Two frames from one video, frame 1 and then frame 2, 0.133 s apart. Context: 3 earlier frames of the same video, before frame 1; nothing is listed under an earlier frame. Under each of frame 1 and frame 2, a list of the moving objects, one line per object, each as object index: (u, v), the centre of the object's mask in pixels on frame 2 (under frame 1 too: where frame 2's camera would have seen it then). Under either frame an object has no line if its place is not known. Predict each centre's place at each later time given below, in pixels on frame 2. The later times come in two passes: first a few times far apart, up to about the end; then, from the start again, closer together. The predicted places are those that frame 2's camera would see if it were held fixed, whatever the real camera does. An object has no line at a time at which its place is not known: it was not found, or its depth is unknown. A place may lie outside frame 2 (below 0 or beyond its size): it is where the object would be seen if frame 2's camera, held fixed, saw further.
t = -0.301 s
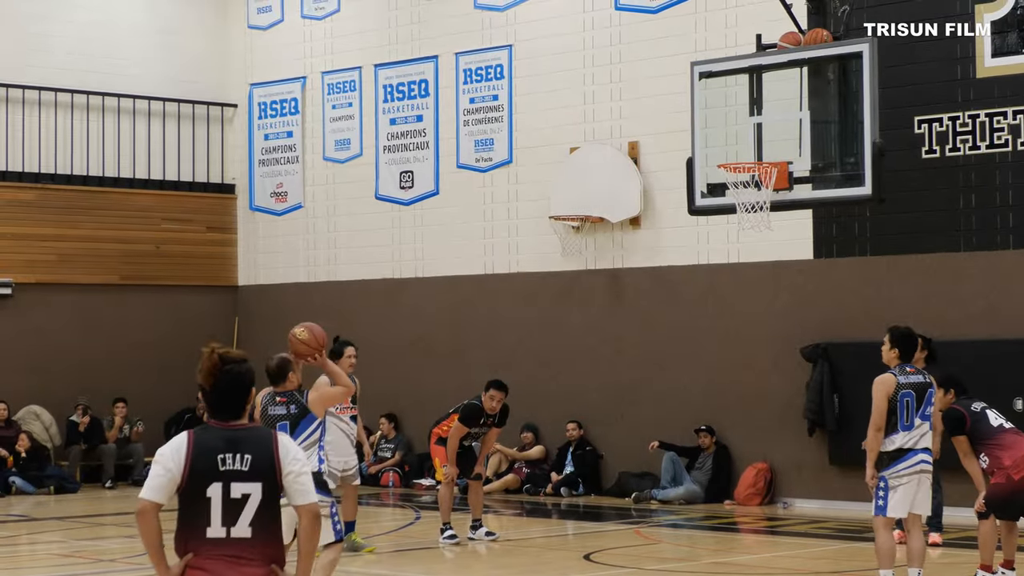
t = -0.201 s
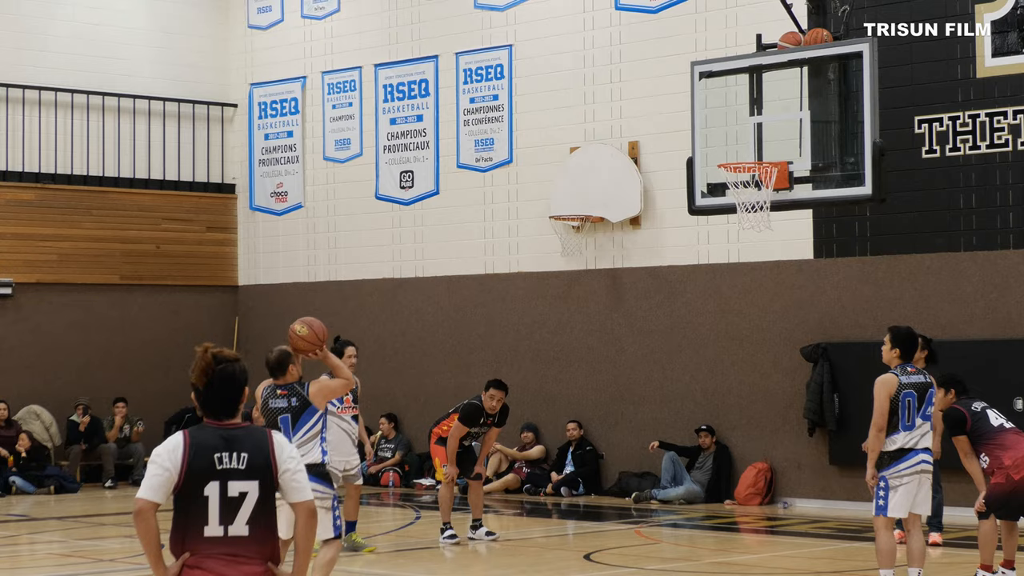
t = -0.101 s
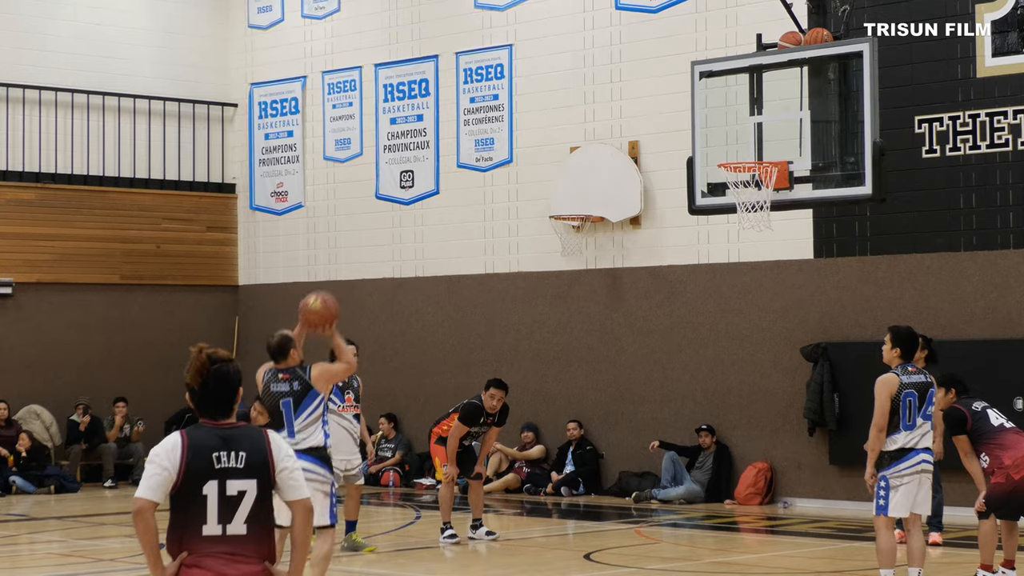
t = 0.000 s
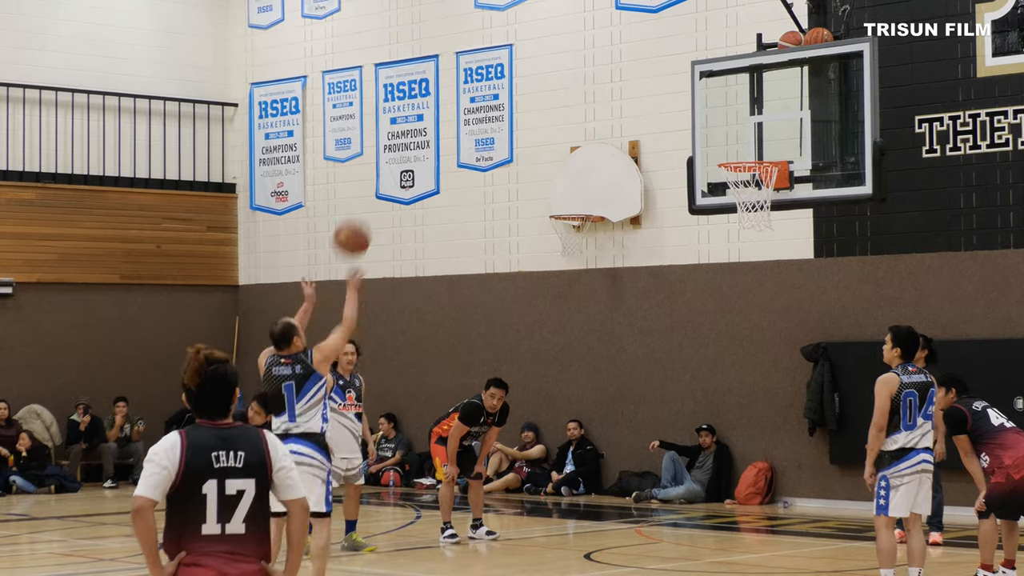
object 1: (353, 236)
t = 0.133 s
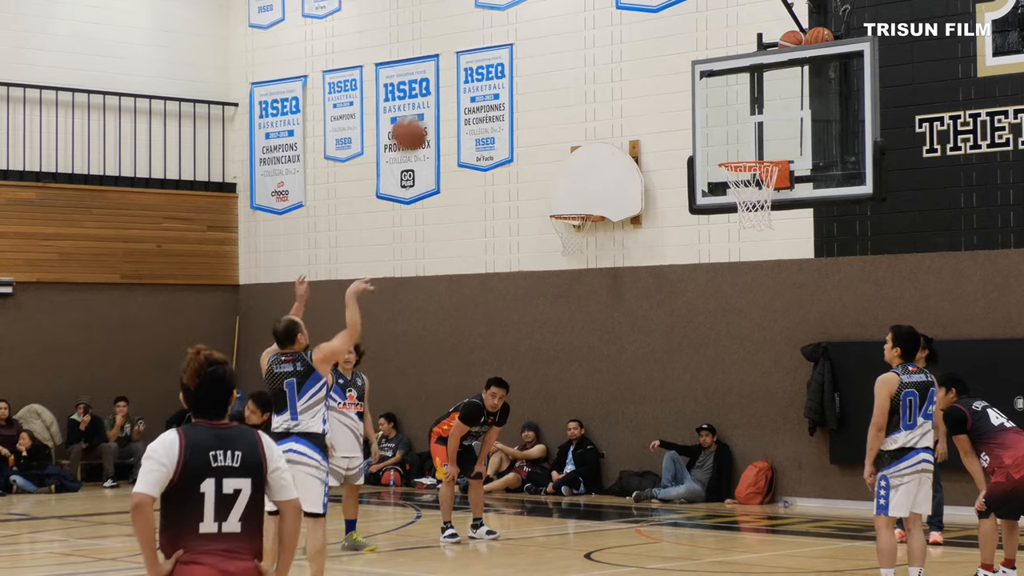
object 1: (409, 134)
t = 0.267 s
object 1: (462, 61)
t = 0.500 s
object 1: (549, 9)
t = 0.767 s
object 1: (639, 26)
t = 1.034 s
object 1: (719, 138)
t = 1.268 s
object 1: (758, 143)
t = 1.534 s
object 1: (758, 131)
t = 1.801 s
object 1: (770, 158)
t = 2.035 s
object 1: (788, 236)
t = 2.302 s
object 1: (808, 416)
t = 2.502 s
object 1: (823, 512)
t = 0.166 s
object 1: (423, 112)
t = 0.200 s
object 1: (437, 93)
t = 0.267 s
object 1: (462, 61)
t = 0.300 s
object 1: (475, 47)
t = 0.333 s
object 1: (488, 35)
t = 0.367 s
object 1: (500, 25)
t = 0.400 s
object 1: (513, 17)
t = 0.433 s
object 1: (525, 13)
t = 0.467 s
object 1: (537, 10)
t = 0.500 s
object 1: (549, 9)
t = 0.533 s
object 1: (561, 8)
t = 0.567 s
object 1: (572, 8)
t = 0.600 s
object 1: (584, 8)
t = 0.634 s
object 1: (595, 9)
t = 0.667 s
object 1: (606, 11)
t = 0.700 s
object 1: (617, 14)
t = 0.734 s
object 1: (628, 18)
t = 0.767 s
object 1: (639, 26)
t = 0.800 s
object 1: (649, 35)
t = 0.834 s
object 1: (660, 46)
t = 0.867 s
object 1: (670, 58)
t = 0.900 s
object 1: (679, 71)
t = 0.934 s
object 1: (690, 86)
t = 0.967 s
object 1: (700, 103)
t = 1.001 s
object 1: (710, 120)
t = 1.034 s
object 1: (719, 138)
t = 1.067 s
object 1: (728, 149)
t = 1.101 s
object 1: (734, 148)
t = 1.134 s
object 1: (741, 148)
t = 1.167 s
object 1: (748, 149)
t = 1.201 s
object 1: (755, 150)
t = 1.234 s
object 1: (758, 149)
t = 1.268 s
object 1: (758, 143)
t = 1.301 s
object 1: (758, 137)
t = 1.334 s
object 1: (758, 132)
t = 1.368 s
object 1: (758, 128)
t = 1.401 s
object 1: (758, 126)
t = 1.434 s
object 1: (758, 126)
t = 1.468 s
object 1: (758, 126)
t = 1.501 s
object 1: (758, 128)
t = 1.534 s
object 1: (758, 131)
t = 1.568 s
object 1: (758, 136)
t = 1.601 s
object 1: (759, 142)
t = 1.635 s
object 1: (760, 146)
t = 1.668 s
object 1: (762, 146)
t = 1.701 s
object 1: (764, 146)
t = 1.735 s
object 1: (766, 148)
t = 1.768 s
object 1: (768, 152)
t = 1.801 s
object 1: (770, 158)
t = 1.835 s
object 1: (772, 164)
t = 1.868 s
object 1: (775, 174)
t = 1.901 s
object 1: (777, 181)
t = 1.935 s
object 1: (780, 194)
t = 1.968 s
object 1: (782, 206)
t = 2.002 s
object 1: (784, 219)
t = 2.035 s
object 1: (788, 236)
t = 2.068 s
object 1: (790, 254)
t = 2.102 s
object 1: (793, 273)
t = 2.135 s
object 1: (795, 292)
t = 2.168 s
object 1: (797, 313)
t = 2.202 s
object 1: (800, 337)
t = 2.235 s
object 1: (803, 363)
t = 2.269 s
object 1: (805, 389)
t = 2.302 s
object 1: (808, 416)
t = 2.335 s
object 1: (810, 445)
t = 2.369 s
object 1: (812, 477)
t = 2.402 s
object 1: (815, 510)
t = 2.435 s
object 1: (817, 546)
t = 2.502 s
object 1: (823, 512)
